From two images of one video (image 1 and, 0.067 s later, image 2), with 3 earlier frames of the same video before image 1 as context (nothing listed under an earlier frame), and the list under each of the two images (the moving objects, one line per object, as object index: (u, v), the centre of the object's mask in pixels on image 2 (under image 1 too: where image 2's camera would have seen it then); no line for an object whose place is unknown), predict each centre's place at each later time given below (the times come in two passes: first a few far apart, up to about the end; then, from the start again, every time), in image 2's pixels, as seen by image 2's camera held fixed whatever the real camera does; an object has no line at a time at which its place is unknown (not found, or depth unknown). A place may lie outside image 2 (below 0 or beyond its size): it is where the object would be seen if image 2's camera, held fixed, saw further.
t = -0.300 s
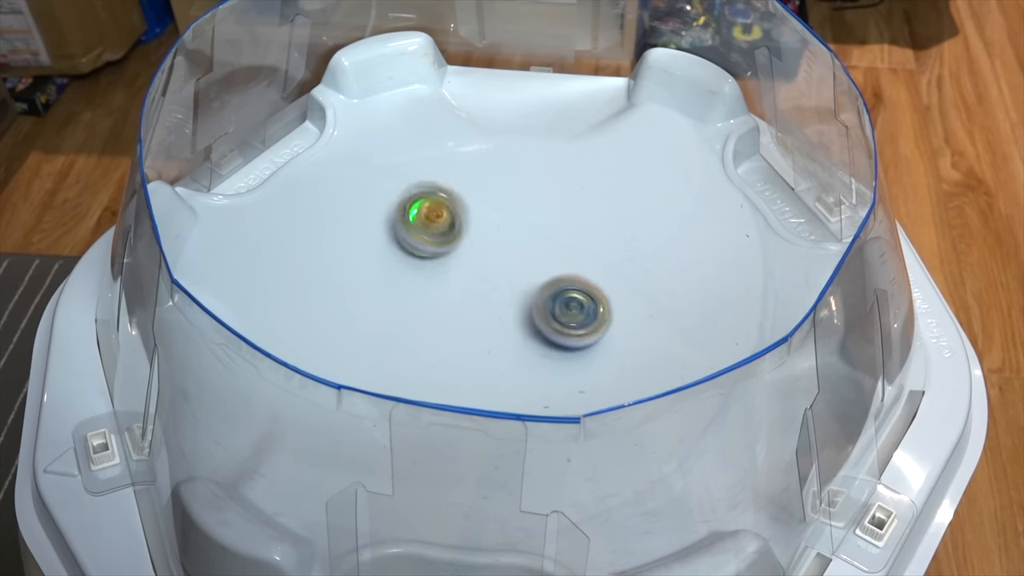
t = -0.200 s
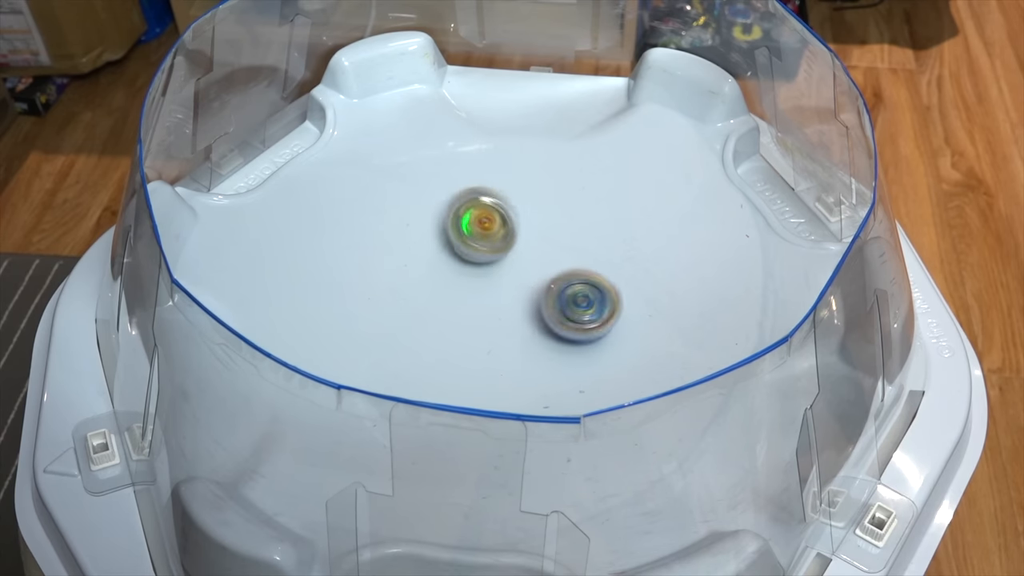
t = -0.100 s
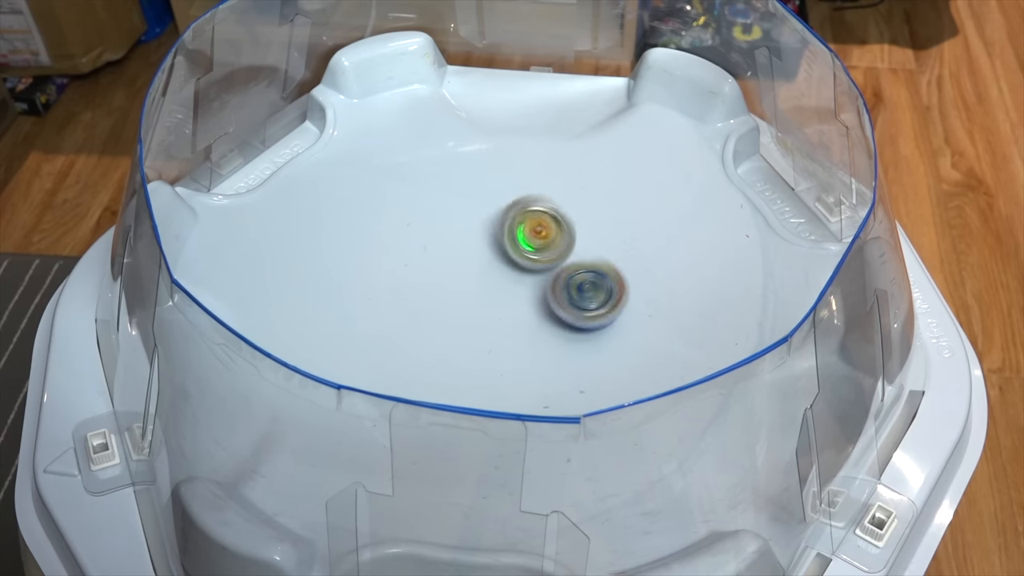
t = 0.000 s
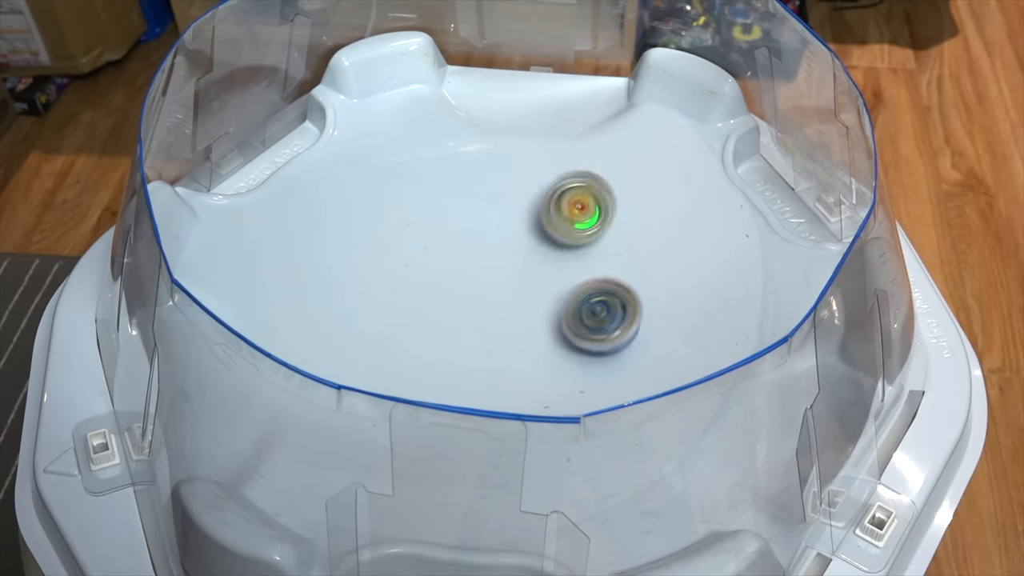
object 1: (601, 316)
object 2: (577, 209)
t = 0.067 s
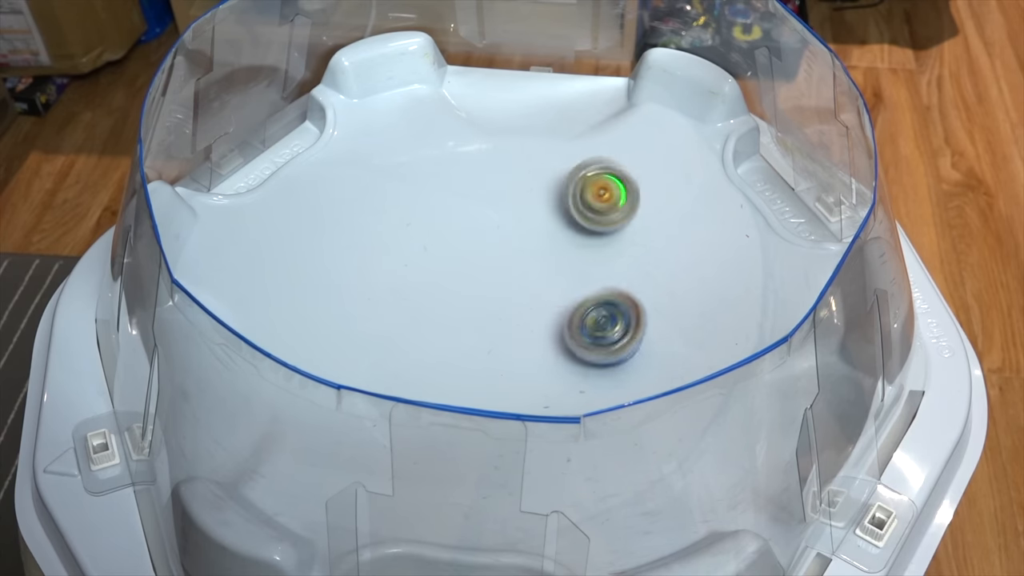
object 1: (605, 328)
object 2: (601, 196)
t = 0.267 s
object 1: (591, 341)
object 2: (666, 197)
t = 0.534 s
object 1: (535, 356)
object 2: (720, 289)
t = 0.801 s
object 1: (474, 345)
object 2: (672, 424)
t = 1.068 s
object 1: (442, 311)
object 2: (512, 491)
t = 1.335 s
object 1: (450, 272)
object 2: (351, 424)
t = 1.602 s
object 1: (491, 249)
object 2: (318, 285)
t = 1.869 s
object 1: (541, 252)
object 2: (399, 167)
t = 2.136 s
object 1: (577, 279)
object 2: (546, 108)
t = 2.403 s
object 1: (581, 319)
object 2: (643, 127)
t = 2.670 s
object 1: (503, 372)
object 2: (632, 308)
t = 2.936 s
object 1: (433, 371)
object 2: (640, 367)
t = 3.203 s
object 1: (484, 306)
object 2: (540, 384)
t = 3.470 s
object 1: (494, 217)
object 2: (402, 311)
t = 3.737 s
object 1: (484, 225)
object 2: (360, 234)
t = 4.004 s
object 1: (514, 284)
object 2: (466, 219)
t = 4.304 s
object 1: (555, 364)
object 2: (643, 227)
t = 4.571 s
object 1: (548, 366)
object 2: (729, 289)
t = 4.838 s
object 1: (500, 322)
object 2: (653, 382)
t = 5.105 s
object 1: (454, 266)
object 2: (480, 380)
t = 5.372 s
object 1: (462, 262)
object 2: (348, 293)
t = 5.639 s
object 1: (532, 305)
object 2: (358, 192)
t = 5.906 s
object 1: (580, 348)
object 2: (491, 152)
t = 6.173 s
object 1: (538, 343)
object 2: (652, 188)
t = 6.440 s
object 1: (467, 294)
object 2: (740, 289)
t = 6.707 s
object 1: (493, 268)
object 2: (652, 406)
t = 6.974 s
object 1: (537, 306)
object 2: (453, 409)
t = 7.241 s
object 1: (545, 345)
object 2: (373, 317)
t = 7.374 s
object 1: (541, 348)
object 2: (398, 280)
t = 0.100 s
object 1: (604, 332)
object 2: (612, 193)
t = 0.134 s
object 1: (602, 334)
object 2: (624, 190)
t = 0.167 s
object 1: (600, 336)
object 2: (635, 188)
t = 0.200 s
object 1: (598, 337)
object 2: (645, 190)
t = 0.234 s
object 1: (595, 339)
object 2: (654, 193)
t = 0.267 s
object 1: (591, 341)
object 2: (666, 197)
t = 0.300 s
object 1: (586, 343)
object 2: (677, 202)
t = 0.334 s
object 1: (580, 346)
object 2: (686, 209)
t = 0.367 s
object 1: (573, 349)
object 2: (694, 219)
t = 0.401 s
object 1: (567, 351)
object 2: (702, 231)
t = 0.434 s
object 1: (559, 353)
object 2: (710, 242)
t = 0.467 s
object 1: (551, 355)
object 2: (716, 256)
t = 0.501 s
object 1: (543, 355)
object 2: (719, 271)
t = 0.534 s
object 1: (535, 356)
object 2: (720, 289)
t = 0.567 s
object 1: (527, 357)
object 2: (721, 306)
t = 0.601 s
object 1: (519, 356)
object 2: (722, 322)
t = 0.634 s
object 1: (510, 356)
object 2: (717, 337)
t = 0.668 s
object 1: (502, 355)
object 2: (710, 358)
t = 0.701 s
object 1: (495, 353)
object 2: (703, 377)
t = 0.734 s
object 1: (488, 351)
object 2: (697, 392)
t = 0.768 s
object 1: (481, 348)
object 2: (687, 407)
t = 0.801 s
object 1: (474, 345)
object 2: (672, 424)
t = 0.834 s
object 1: (468, 342)
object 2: (659, 442)
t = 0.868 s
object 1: (462, 338)
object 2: (641, 455)
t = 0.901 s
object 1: (457, 334)
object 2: (625, 464)
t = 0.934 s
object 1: (453, 330)
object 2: (605, 474)
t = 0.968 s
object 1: (450, 326)
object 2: (580, 482)
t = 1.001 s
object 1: (447, 321)
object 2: (556, 488)
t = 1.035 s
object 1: (444, 316)
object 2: (535, 492)
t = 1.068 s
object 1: (442, 311)
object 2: (512, 491)
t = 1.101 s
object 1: (441, 306)
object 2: (485, 492)
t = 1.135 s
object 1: (441, 301)
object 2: (463, 489)
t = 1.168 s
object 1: (441, 296)
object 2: (443, 483)
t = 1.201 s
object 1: (442, 291)
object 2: (422, 476)
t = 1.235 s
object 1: (443, 286)
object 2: (399, 466)
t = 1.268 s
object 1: (444, 281)
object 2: (381, 455)
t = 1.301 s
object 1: (447, 276)
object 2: (367, 442)
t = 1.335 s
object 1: (450, 272)
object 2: (351, 424)
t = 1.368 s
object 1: (454, 268)
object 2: (337, 408)
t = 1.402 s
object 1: (458, 264)
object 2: (329, 393)
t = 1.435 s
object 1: (463, 261)
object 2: (323, 375)
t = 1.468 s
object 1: (467, 258)
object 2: (316, 357)
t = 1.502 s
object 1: (473, 255)
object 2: (317, 336)
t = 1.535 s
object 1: (479, 253)
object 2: (316, 321)
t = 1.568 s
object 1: (485, 251)
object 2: (315, 301)
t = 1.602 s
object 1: (491, 249)
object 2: (318, 285)
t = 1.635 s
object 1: (497, 248)
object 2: (324, 268)
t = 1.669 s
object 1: (503, 247)
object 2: (330, 250)
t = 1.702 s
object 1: (510, 246)
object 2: (337, 234)
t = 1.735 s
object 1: (516, 246)
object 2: (348, 220)
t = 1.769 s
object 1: (522, 247)
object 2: (359, 204)
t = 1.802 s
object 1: (529, 248)
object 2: (369, 191)
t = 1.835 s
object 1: (535, 249)
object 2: (384, 179)
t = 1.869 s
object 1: (541, 252)
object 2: (399, 167)
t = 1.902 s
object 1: (547, 254)
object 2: (413, 156)
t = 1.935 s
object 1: (552, 257)
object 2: (430, 147)
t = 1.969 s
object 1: (557, 260)
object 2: (448, 138)
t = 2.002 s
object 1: (562, 264)
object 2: (463, 128)
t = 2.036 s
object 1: (566, 267)
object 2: (481, 122)
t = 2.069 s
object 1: (570, 271)
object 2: (502, 117)
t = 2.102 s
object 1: (574, 275)
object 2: (524, 110)
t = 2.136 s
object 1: (577, 279)
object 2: (546, 108)
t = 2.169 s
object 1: (579, 284)
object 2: (572, 105)
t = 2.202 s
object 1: (580, 290)
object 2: (599, 101)
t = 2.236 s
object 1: (581, 295)
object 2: (620, 90)
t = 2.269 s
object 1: (582, 300)
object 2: (633, 83)
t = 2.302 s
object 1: (583, 305)
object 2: (640, 84)
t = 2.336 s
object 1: (583, 309)
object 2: (641, 95)
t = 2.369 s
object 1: (583, 314)
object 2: (642, 110)
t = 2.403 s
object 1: (581, 319)
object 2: (643, 127)
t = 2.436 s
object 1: (578, 324)
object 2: (640, 150)
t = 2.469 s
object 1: (576, 329)
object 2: (640, 175)
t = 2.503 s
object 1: (572, 334)
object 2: (635, 200)
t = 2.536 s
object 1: (569, 338)
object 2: (629, 230)
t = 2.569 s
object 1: (564, 342)
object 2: (622, 257)
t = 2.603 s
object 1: (558, 346)
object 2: (612, 286)
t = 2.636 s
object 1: (530, 361)
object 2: (621, 301)
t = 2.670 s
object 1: (503, 372)
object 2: (632, 308)
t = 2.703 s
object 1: (483, 377)
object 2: (636, 317)
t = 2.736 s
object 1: (463, 379)
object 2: (644, 324)
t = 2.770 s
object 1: (448, 381)
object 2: (646, 331)
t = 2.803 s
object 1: (438, 380)
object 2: (650, 340)
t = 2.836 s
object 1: (432, 378)
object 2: (651, 346)
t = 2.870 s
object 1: (428, 375)
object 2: (650, 355)
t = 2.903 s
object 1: (429, 374)
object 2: (648, 360)
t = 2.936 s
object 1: (433, 371)
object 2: (640, 367)
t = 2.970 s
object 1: (435, 366)
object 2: (638, 376)
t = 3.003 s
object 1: (440, 360)
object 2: (624, 383)
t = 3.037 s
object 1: (448, 352)
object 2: (617, 387)
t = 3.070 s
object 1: (455, 343)
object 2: (602, 389)
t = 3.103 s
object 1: (463, 336)
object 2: (590, 392)
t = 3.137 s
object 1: (472, 327)
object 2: (574, 386)
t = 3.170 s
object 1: (477, 316)
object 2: (556, 386)
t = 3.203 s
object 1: (484, 306)
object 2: (540, 384)
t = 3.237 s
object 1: (488, 293)
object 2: (519, 380)
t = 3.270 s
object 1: (492, 282)
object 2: (505, 375)
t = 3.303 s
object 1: (495, 269)
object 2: (482, 367)
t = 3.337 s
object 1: (496, 256)
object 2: (466, 357)
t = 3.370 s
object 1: (497, 244)
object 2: (446, 346)
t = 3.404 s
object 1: (496, 233)
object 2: (432, 336)
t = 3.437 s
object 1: (495, 223)
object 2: (414, 322)
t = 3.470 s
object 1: (494, 217)
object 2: (402, 311)
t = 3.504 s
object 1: (490, 211)
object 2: (387, 298)
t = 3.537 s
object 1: (488, 209)
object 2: (377, 289)
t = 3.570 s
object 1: (485, 208)
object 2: (368, 277)
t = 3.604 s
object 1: (483, 207)
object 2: (362, 268)
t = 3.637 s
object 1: (483, 211)
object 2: (358, 258)
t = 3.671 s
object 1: (483, 214)
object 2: (355, 250)
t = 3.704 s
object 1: (483, 217)
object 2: (357, 240)
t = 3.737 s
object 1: (484, 225)
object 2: (360, 234)
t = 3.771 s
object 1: (486, 232)
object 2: (366, 226)
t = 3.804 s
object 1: (489, 238)
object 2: (373, 221)
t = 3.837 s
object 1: (491, 247)
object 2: (386, 218)
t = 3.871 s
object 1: (496, 256)
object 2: (397, 215)
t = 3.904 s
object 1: (500, 262)
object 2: (414, 214)
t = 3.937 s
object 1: (504, 271)
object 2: (428, 214)
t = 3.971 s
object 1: (509, 278)
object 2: (449, 217)
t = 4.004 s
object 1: (514, 284)
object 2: (466, 219)
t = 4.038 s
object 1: (518, 291)
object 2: (489, 223)
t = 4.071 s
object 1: (521, 302)
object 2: (510, 223)
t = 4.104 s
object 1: (526, 313)
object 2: (531, 225)
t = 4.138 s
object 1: (531, 322)
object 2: (553, 223)
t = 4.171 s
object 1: (536, 334)
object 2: (574, 224)
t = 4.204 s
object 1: (541, 344)
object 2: (592, 222)
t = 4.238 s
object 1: (546, 351)
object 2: (610, 224)
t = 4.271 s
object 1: (551, 358)
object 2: (629, 223)
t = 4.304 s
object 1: (555, 364)
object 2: (643, 227)
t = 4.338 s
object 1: (558, 368)
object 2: (661, 228)
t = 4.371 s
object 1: (560, 371)
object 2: (675, 235)
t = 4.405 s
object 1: (561, 371)
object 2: (689, 239)
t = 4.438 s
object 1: (562, 371)
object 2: (700, 247)
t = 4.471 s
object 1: (561, 371)
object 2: (712, 255)
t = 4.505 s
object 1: (557, 371)
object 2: (719, 267)
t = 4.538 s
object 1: (553, 370)
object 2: (727, 276)
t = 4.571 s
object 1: (548, 366)
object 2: (729, 289)
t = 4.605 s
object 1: (544, 363)
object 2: (731, 301)
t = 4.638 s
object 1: (539, 359)
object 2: (727, 315)
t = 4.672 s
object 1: (534, 355)
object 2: (724, 327)
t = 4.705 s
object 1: (530, 351)
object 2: (712, 339)
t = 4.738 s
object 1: (522, 344)
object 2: (703, 350)
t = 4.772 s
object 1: (514, 338)
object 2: (686, 365)
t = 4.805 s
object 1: (507, 330)
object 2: (674, 374)
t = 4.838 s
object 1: (500, 322)
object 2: (653, 382)
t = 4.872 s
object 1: (496, 319)
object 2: (644, 387)
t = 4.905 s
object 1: (487, 310)
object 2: (622, 392)
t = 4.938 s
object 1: (479, 301)
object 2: (601, 396)
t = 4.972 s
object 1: (472, 292)
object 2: (575, 398)
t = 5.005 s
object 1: (465, 284)
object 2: (550, 399)
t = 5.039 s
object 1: (460, 276)
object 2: (526, 396)
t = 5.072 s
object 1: (456, 270)
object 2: (502, 392)
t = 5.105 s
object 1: (454, 266)
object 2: (480, 380)
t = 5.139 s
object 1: (453, 262)
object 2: (457, 376)
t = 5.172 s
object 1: (454, 259)
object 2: (437, 367)
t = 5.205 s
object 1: (455, 257)
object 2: (417, 359)
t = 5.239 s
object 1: (456, 257)
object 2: (399, 346)
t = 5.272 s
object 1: (457, 257)
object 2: (384, 335)
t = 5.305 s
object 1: (458, 258)
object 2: (369, 320)
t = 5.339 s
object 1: (460, 259)
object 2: (360, 308)
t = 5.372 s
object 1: (462, 262)
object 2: (348, 293)
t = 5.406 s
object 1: (465, 265)
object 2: (343, 281)
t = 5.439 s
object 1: (471, 268)
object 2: (337, 266)
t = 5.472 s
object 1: (478, 272)
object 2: (337, 254)
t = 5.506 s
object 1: (487, 277)
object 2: (334, 240)
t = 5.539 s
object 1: (498, 284)
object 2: (339, 227)
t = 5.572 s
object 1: (509, 291)
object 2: (342, 215)
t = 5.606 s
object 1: (521, 298)
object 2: (349, 202)
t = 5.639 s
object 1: (532, 305)
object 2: (358, 192)
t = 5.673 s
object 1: (543, 313)
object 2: (369, 181)
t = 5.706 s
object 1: (554, 320)
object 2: (383, 174)
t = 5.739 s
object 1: (563, 326)
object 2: (397, 165)
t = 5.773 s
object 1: (571, 331)
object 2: (415, 162)
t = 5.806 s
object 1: (576, 337)
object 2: (432, 156)
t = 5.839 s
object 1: (579, 342)
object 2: (452, 154)
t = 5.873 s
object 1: (582, 345)
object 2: (469, 151)
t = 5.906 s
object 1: (580, 348)
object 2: (491, 152)
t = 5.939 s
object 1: (577, 350)
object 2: (511, 153)
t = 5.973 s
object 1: (577, 349)
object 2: (533, 154)
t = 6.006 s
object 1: (573, 350)
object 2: (552, 159)
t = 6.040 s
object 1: (570, 350)
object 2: (574, 162)
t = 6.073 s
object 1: (564, 349)
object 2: (593, 169)
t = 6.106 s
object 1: (556, 348)
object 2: (613, 172)
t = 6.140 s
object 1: (549, 346)
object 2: (633, 181)
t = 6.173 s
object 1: (538, 343)
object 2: (652, 188)
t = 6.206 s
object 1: (531, 339)
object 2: (670, 197)
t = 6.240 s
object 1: (517, 334)
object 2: (685, 206)
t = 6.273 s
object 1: (507, 330)
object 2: (701, 218)
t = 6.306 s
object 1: (495, 323)
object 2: (713, 230)
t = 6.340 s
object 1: (486, 316)
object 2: (726, 244)
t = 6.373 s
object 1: (477, 309)
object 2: (732, 258)
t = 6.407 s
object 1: (471, 301)
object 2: (740, 273)
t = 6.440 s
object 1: (467, 294)
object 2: (740, 289)
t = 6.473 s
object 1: (464, 286)
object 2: (742, 304)
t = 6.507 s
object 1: (465, 281)
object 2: (736, 322)
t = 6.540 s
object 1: (466, 277)
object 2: (729, 339)
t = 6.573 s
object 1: (470, 272)
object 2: (715, 355)
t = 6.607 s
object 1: (474, 270)
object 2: (704, 369)
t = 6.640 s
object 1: (479, 269)
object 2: (690, 385)
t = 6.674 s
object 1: (485, 268)
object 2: (672, 394)
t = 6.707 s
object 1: (493, 268)
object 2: (652, 406)
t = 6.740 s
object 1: (500, 269)
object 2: (628, 414)
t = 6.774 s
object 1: (509, 271)
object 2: (609, 420)
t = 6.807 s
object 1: (515, 275)
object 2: (578, 424)
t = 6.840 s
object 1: (523, 281)
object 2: (556, 426)
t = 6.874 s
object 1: (527, 287)
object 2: (525, 426)
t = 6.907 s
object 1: (532, 293)
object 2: (503, 422)
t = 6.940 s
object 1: (534, 299)
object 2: (473, 417)
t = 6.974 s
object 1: (537, 306)
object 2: (453, 409)
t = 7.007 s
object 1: (539, 314)
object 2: (431, 399)
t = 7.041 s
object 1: (539, 321)
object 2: (415, 387)
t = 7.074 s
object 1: (540, 327)
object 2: (403, 369)
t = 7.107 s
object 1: (541, 333)
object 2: (388, 360)
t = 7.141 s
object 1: (542, 337)
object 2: (382, 353)
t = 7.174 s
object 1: (544, 340)
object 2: (374, 339)
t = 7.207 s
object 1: (546, 343)
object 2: (375, 328)
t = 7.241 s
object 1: (545, 345)
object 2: (373, 317)
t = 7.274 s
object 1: (544, 347)
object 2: (377, 305)
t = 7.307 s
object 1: (542, 348)
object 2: (382, 298)
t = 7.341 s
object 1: (541, 348)
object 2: (387, 287)
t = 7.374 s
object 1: (541, 348)
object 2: (398, 280)
